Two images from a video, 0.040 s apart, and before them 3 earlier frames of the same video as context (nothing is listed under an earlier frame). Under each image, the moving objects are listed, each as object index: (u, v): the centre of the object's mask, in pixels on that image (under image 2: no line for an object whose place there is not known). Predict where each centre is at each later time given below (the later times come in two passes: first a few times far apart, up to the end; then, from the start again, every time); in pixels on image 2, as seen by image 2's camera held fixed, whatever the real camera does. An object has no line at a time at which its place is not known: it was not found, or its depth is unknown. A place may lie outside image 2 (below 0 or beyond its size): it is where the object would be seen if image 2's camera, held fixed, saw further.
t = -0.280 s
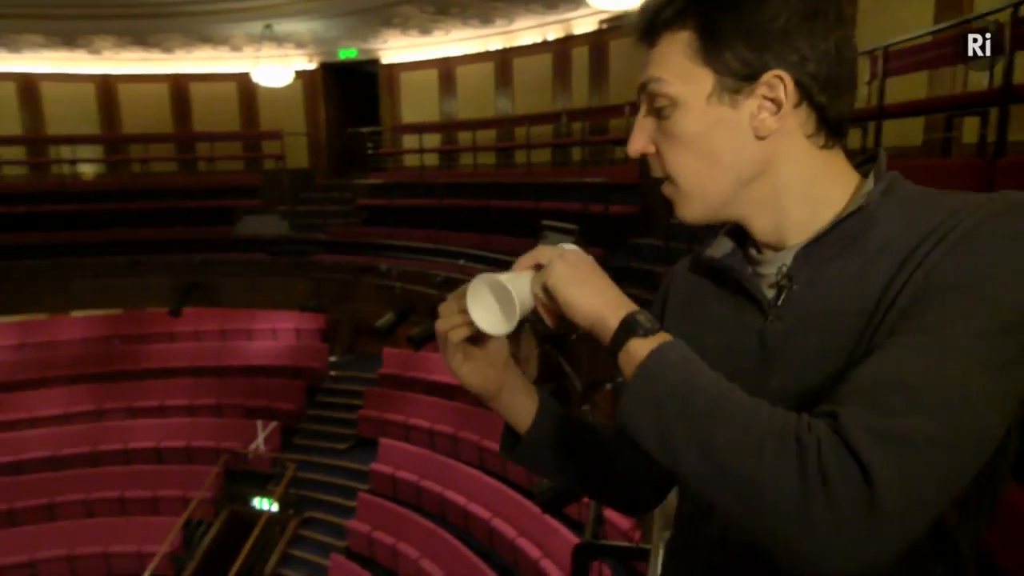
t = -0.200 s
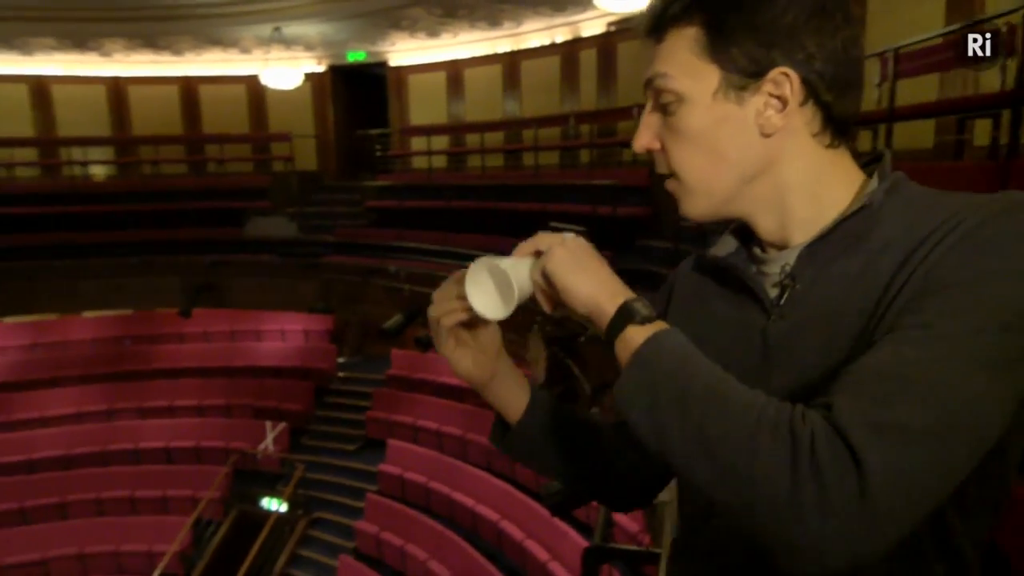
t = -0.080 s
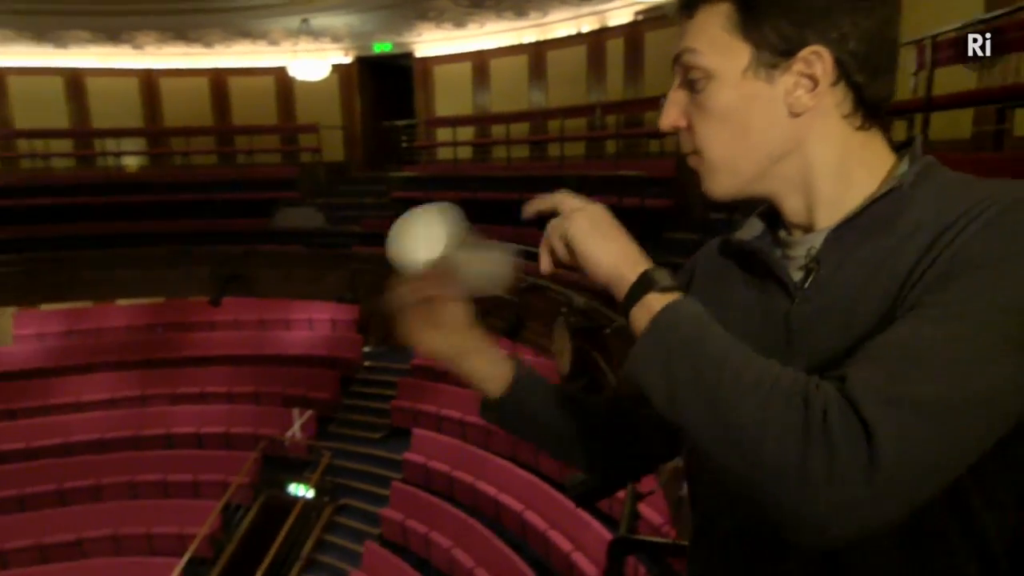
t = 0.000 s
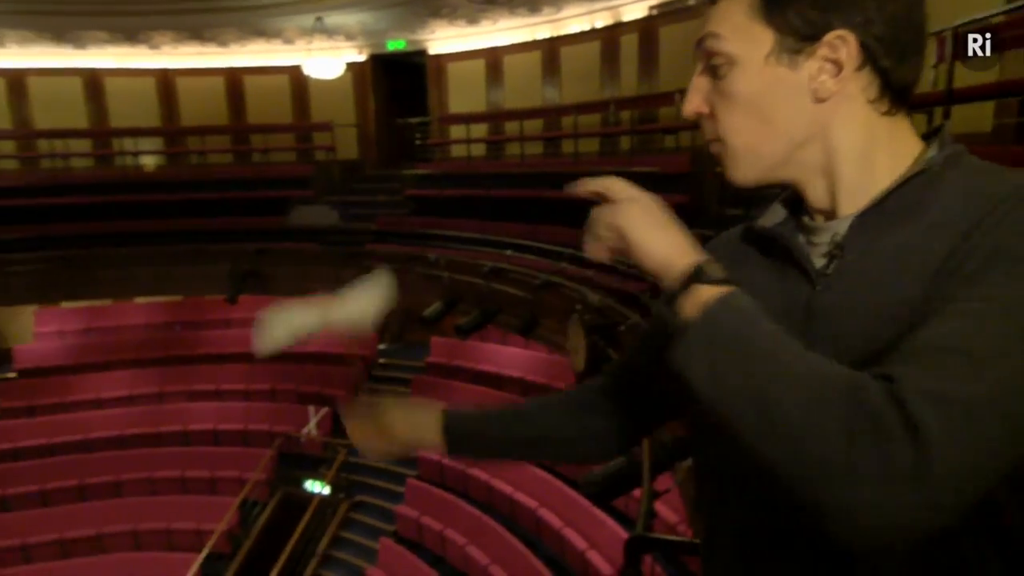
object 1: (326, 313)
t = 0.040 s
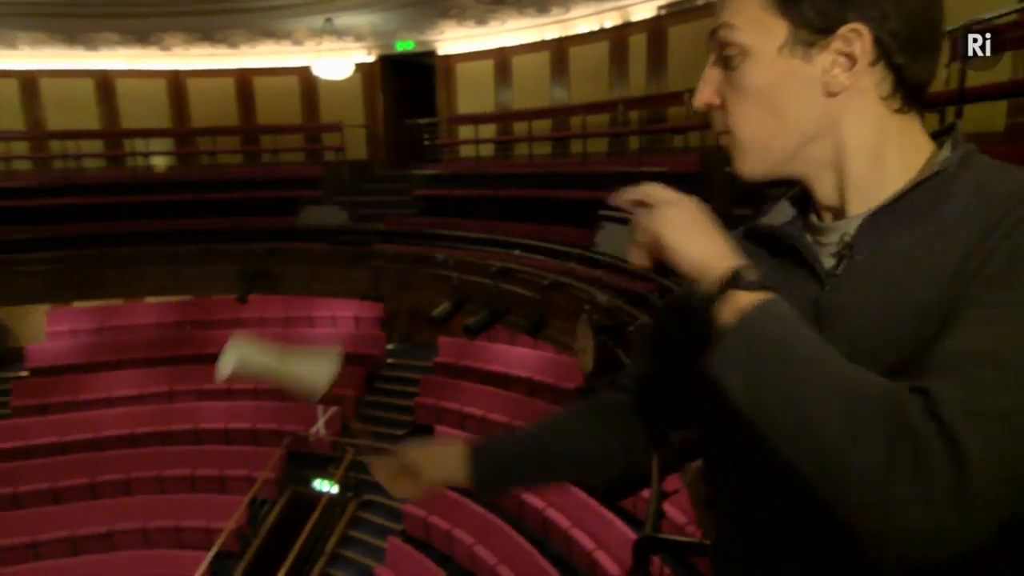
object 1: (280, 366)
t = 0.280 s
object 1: (164, 530)
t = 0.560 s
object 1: (144, 602)
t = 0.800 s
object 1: (158, 651)
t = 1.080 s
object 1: (190, 702)
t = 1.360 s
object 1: (232, 744)
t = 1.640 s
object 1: (279, 785)
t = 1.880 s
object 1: (321, 822)
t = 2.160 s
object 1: (371, 873)
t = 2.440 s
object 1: (390, 893)
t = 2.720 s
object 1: (385, 892)
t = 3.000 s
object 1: (382, 892)
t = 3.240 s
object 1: (381, 892)
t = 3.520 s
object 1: (381, 892)
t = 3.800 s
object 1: (381, 892)
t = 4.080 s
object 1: (381, 893)
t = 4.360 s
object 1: (381, 894)
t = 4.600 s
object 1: (378, 897)
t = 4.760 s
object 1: (375, 899)
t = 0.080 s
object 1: (241, 405)
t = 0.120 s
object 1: (214, 441)
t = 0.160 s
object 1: (197, 471)
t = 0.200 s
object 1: (186, 493)
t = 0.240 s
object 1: (174, 513)
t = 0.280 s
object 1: (164, 530)
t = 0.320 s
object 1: (156, 545)
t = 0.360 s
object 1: (152, 557)
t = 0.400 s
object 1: (150, 568)
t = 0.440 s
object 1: (148, 578)
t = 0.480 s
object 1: (148, 587)
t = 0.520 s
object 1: (147, 594)
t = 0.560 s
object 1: (144, 602)
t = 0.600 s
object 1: (145, 611)
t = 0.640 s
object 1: (149, 619)
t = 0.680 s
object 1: (151, 627)
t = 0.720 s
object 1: (154, 636)
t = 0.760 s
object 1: (157, 644)
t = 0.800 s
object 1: (158, 651)
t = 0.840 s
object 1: (163, 660)
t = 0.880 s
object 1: (167, 667)
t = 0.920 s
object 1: (170, 675)
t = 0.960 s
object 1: (175, 682)
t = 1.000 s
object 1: (181, 689)
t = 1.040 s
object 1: (185, 696)
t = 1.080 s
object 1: (190, 702)
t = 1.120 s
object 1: (196, 707)
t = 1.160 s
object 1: (201, 714)
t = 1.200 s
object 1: (208, 719)
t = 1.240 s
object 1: (214, 726)
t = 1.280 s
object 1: (220, 732)
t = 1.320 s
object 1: (226, 738)
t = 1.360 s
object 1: (232, 744)
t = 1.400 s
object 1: (239, 750)
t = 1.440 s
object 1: (245, 755)
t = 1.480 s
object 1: (253, 761)
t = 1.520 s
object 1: (258, 768)
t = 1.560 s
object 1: (265, 773)
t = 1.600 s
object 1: (271, 779)
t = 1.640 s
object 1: (279, 785)
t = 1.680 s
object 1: (285, 790)
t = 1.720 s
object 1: (292, 796)
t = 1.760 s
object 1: (300, 802)
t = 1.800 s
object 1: (307, 808)
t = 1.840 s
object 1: (314, 816)
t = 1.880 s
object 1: (321, 822)
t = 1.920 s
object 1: (328, 829)
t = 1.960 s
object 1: (336, 836)
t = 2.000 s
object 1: (343, 841)
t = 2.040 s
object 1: (349, 851)
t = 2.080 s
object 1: (357, 858)
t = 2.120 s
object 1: (364, 866)
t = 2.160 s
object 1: (371, 873)
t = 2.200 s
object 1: (378, 882)
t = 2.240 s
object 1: (384, 891)
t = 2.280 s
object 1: (391, 900)
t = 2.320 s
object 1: (393, 897)
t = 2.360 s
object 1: (392, 894)
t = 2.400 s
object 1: (392, 890)
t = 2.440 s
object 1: (390, 893)
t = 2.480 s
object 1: (389, 894)
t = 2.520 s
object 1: (389, 893)
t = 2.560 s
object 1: (388, 893)
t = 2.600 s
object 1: (387, 891)
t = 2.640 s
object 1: (386, 890)
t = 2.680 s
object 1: (385, 892)
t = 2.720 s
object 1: (385, 892)
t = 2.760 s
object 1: (385, 892)
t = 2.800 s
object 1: (384, 892)
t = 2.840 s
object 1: (383, 892)
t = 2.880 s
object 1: (382, 892)
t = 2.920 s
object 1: (382, 892)
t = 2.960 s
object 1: (383, 892)
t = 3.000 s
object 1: (382, 892)
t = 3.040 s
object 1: (382, 892)
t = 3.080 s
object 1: (382, 892)
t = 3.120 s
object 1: (381, 892)
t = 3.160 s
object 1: (381, 892)
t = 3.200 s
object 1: (381, 892)
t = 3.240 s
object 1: (381, 892)
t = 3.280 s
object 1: (381, 892)
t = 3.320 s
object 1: (381, 892)
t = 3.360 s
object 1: (381, 892)
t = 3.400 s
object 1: (381, 892)
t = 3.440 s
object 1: (381, 891)
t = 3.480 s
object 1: (381, 892)
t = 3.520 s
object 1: (381, 892)
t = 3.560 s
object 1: (381, 892)
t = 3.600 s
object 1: (381, 893)
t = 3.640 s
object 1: (381, 892)
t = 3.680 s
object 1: (382, 892)
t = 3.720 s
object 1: (382, 892)
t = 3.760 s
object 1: (381, 892)
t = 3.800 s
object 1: (381, 892)
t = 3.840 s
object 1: (381, 892)
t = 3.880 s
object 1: (381, 892)
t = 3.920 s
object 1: (382, 892)
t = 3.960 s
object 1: (381, 892)
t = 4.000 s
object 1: (381, 892)
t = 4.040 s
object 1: (381, 893)
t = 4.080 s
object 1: (381, 893)
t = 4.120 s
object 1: (380, 893)
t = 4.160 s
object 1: (380, 893)
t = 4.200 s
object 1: (381, 892)
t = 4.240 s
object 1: (381, 892)
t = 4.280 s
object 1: (382, 893)
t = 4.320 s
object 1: (381, 893)
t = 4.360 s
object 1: (381, 894)
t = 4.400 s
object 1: (381, 894)
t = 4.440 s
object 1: (380, 895)
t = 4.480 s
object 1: (380, 895)
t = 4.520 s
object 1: (380, 896)
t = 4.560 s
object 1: (379, 896)
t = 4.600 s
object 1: (378, 897)
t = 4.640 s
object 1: (377, 897)
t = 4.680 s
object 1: (376, 898)
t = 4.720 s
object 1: (375, 898)
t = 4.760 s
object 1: (375, 899)
